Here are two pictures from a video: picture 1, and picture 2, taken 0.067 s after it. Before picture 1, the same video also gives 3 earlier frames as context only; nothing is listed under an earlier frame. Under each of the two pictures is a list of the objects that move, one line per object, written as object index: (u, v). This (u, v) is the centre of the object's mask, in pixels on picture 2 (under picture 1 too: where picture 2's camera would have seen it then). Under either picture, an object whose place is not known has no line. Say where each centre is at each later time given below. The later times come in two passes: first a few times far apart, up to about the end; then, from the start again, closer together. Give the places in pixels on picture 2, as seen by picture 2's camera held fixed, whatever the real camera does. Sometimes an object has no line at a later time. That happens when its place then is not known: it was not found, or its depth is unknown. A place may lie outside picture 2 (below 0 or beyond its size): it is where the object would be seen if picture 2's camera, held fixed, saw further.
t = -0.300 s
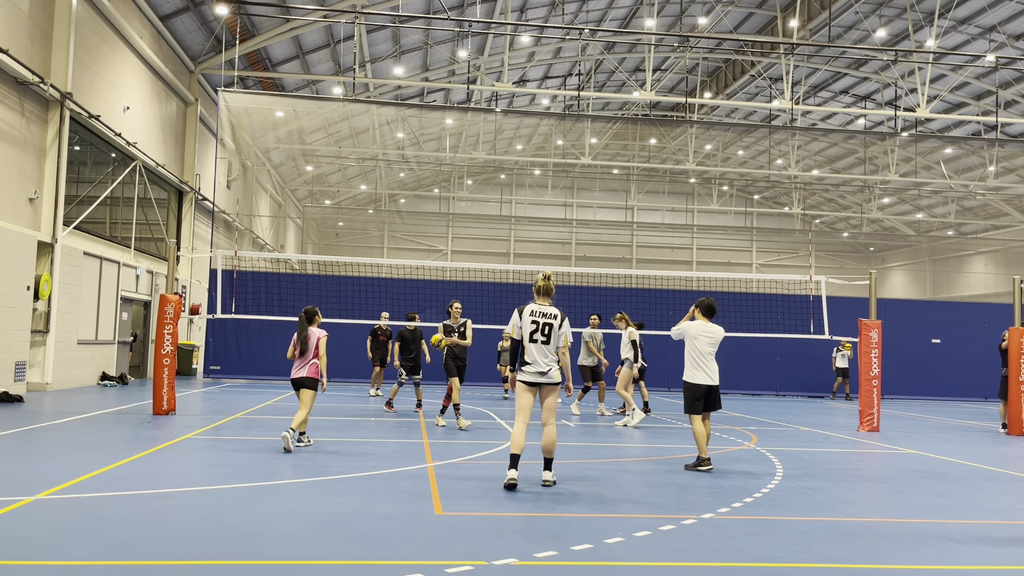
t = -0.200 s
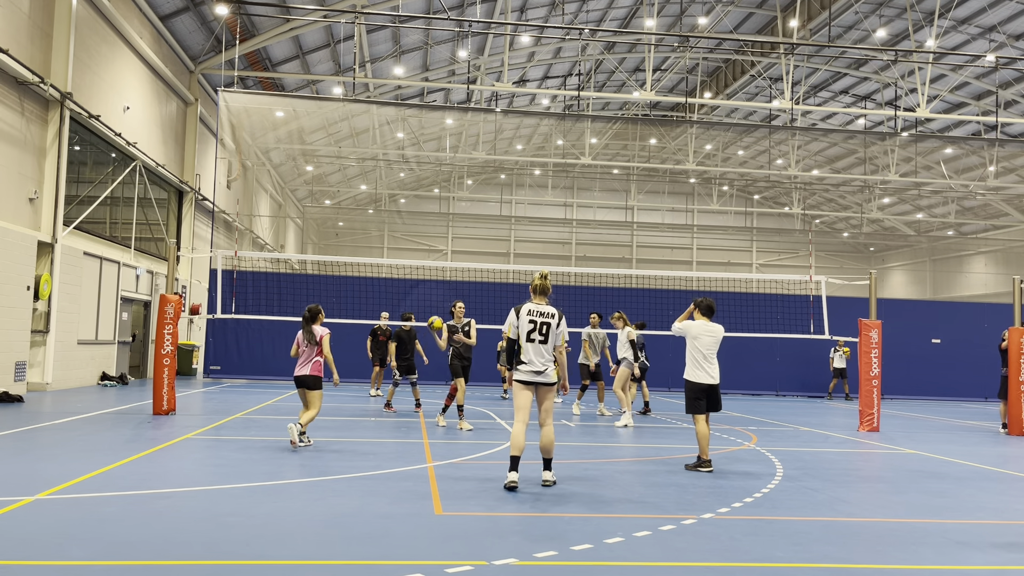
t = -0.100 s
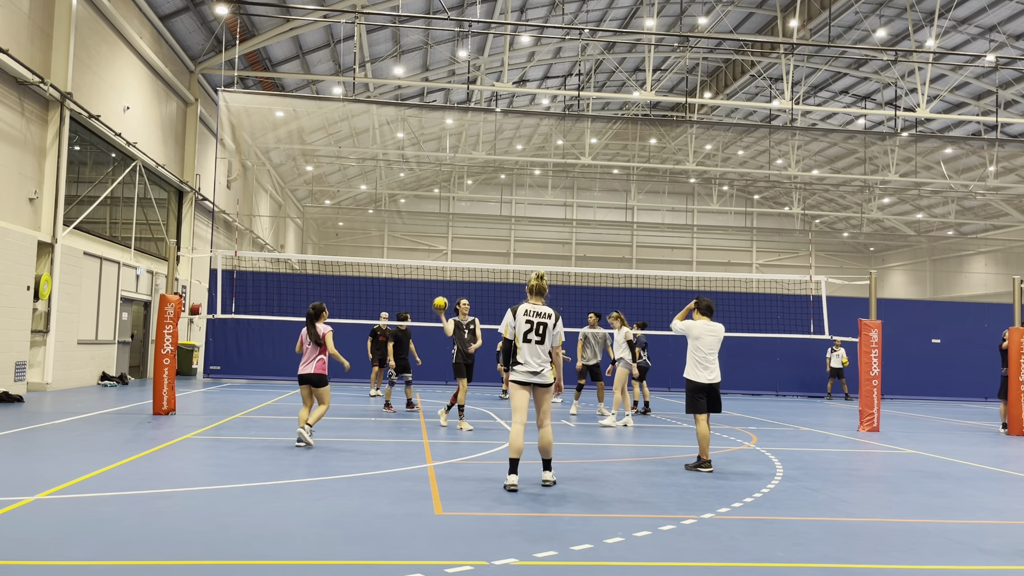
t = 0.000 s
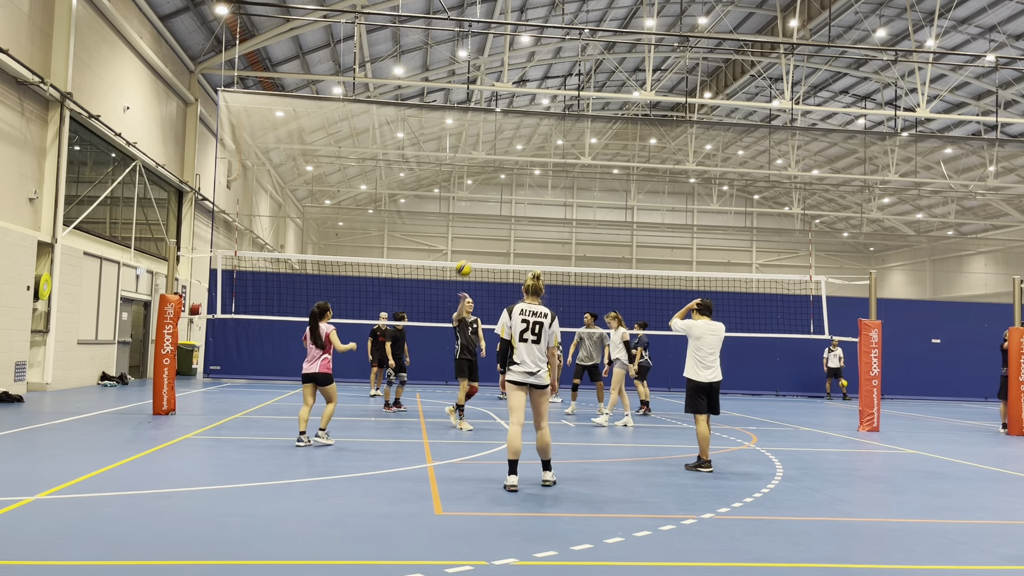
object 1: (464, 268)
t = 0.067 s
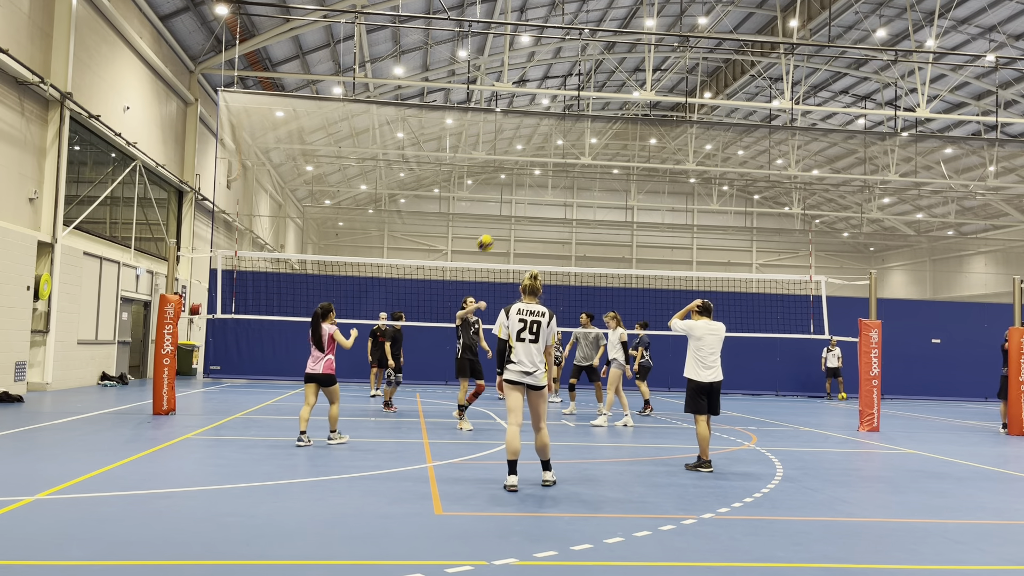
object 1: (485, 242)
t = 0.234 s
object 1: (542, 189)
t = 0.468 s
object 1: (638, 143)
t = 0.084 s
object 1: (490, 237)
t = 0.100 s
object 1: (496, 231)
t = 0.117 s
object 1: (502, 226)
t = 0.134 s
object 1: (507, 220)
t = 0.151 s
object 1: (513, 214)
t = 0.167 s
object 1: (518, 209)
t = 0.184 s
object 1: (524, 204)
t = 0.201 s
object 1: (530, 199)
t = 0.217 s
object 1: (536, 195)
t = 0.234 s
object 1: (542, 189)
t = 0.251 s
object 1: (549, 186)
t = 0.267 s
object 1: (555, 181)
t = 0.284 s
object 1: (561, 177)
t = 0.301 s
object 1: (567, 173)
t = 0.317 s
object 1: (574, 169)
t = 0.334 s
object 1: (581, 165)
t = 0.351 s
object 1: (587, 161)
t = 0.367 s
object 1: (594, 157)
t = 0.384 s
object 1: (601, 156)
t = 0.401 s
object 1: (608, 153)
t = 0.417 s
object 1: (616, 150)
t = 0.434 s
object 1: (623, 148)
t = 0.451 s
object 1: (630, 145)
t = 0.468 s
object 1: (638, 143)
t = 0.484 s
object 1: (644, 142)
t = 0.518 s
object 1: (660, 138)
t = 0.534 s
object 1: (668, 137)
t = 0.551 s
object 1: (676, 135)
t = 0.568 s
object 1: (684, 136)
